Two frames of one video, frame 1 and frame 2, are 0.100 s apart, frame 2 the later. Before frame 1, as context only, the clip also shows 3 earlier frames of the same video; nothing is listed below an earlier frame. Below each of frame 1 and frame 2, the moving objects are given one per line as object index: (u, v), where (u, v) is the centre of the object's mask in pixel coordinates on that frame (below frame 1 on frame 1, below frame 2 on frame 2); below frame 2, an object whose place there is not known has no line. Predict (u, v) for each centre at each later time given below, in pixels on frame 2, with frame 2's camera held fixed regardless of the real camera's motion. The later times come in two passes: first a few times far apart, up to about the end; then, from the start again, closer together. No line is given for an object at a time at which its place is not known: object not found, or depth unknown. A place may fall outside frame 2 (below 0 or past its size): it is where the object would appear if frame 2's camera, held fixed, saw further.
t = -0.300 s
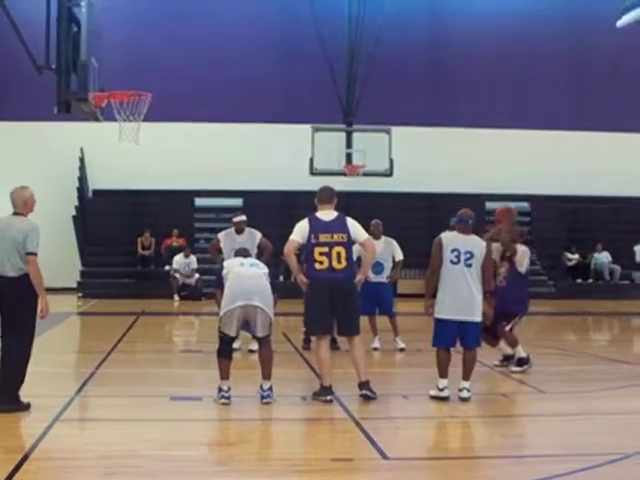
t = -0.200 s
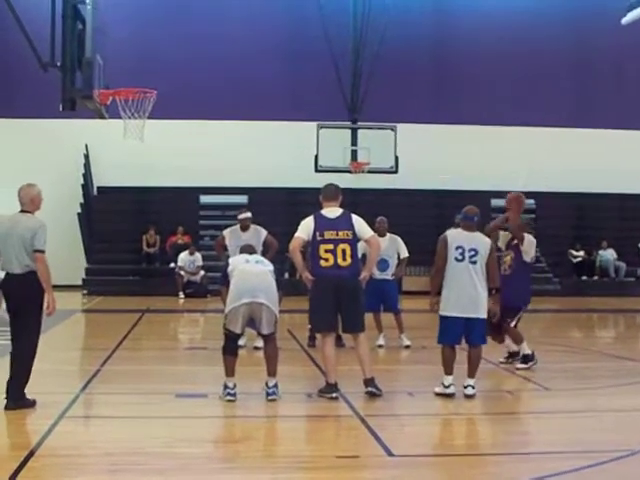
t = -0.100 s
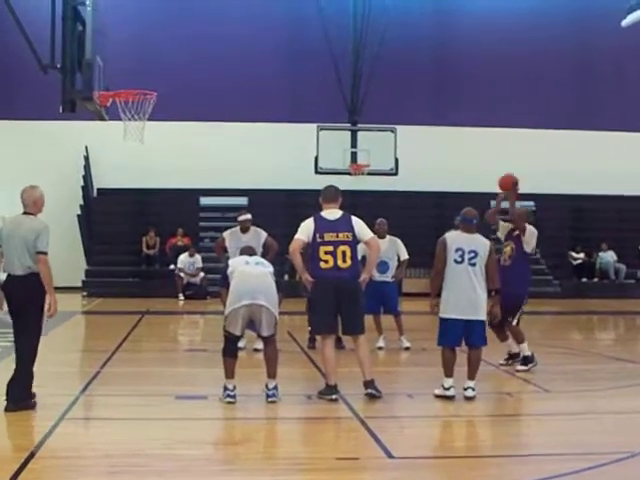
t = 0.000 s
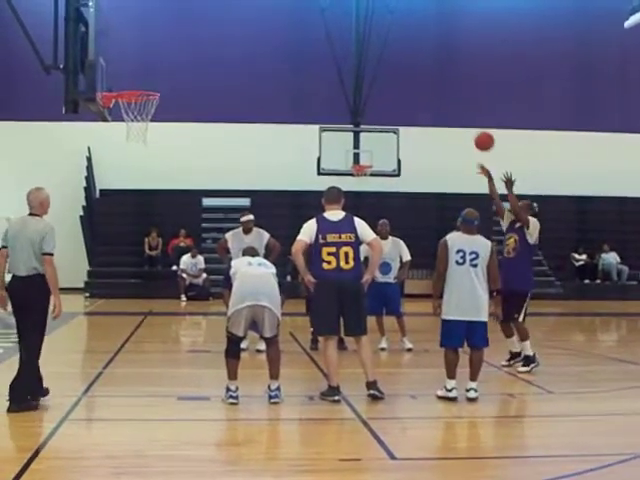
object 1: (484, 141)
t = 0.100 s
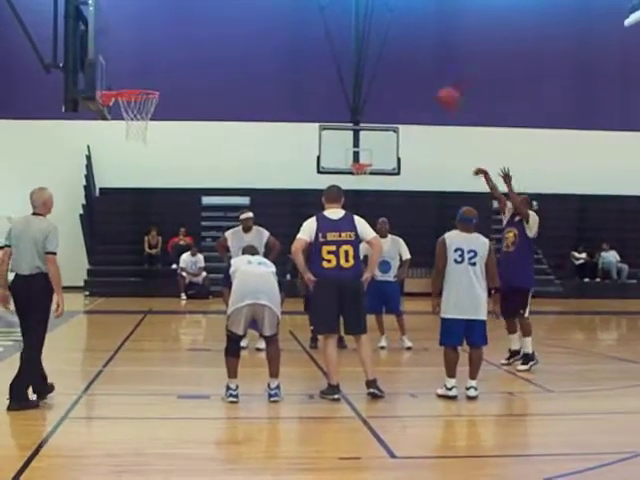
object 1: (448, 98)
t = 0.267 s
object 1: (389, 47)
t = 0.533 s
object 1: (293, 16)
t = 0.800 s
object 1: (197, 48)
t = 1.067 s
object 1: (115, 116)
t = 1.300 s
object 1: (100, 160)
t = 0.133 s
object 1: (436, 85)
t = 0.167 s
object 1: (424, 74)
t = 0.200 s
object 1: (413, 65)
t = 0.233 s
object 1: (399, 56)
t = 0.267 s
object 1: (389, 47)
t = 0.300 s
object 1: (376, 40)
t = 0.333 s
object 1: (364, 35)
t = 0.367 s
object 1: (351, 30)
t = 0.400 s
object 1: (339, 25)
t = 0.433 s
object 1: (328, 21)
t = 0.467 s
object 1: (316, 17)
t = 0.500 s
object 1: (304, 17)
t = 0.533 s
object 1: (293, 16)
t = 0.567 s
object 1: (281, 17)
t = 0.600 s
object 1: (269, 18)
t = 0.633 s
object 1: (259, 21)
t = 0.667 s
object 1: (246, 25)
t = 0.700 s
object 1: (233, 31)
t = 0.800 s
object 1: (197, 48)
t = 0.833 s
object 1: (183, 55)
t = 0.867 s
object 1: (173, 65)
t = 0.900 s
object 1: (161, 74)
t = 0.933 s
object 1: (150, 82)
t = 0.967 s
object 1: (139, 88)
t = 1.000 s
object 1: (132, 101)
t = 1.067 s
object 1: (115, 116)
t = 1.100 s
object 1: (112, 120)
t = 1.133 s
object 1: (110, 124)
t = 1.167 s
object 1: (108, 128)
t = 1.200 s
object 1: (106, 136)
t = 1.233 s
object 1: (104, 143)
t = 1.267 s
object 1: (102, 151)
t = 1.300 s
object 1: (100, 160)
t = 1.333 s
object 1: (98, 170)
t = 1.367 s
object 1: (96, 182)
